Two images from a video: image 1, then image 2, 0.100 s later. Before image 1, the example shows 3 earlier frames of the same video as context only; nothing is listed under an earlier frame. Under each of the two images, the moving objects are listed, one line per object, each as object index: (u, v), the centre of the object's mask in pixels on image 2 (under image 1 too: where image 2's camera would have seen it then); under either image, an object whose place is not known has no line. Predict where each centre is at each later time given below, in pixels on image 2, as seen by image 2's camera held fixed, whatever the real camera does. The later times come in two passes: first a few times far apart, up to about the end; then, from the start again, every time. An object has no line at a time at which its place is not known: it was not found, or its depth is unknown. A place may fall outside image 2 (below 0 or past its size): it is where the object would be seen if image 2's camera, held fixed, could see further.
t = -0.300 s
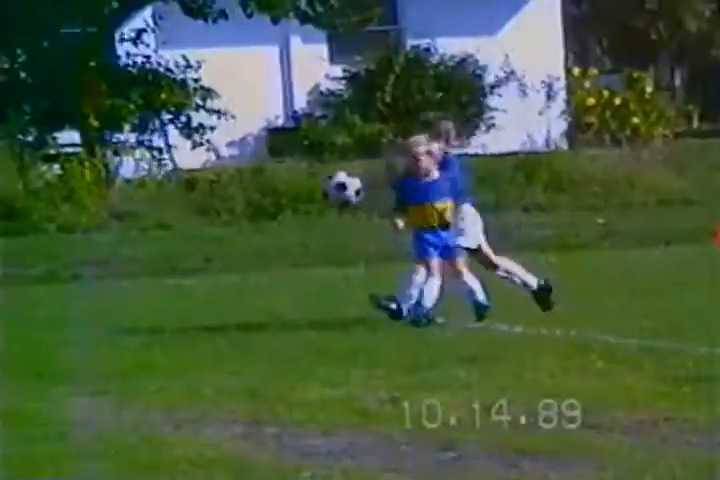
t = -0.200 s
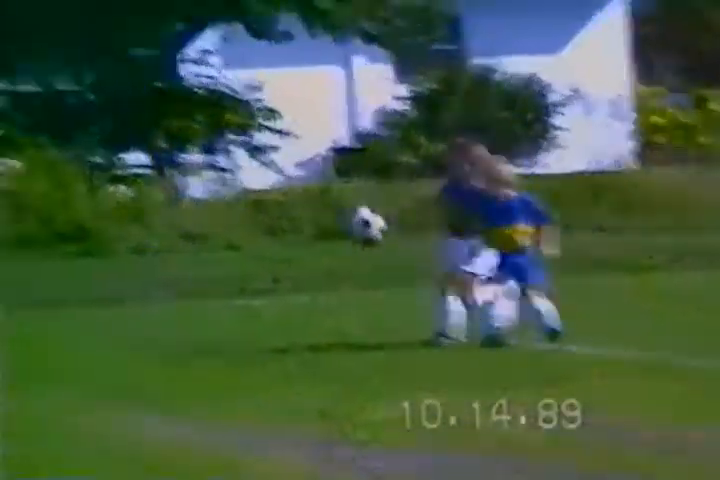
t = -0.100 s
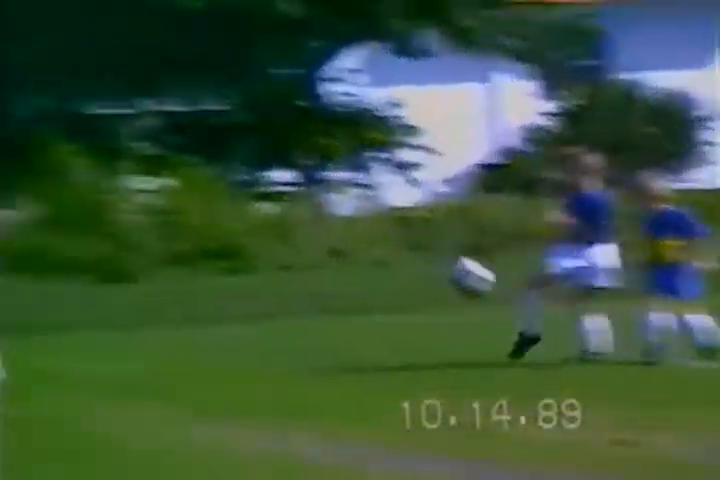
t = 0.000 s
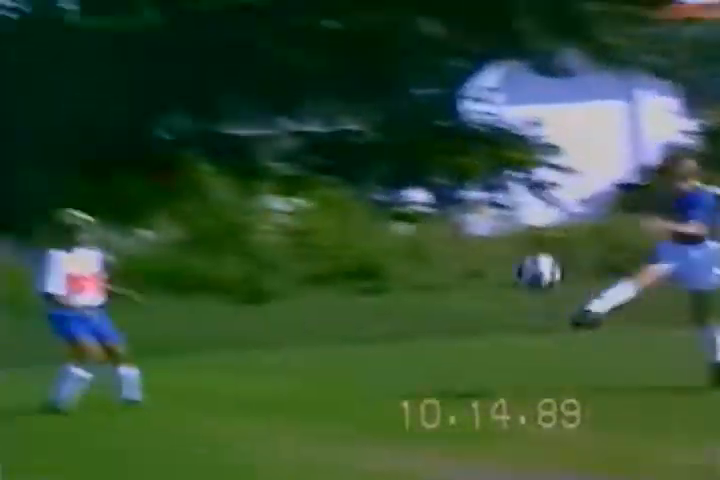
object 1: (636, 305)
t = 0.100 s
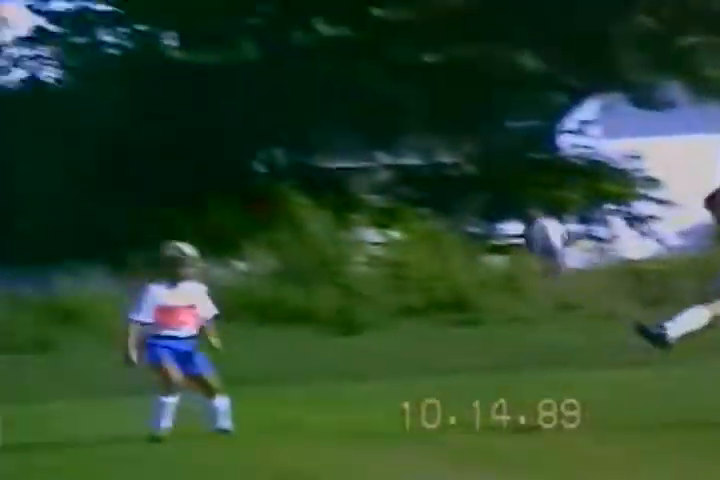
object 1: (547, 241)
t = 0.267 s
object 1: (402, 161)
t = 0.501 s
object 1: (205, 132)
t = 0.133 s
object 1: (516, 218)
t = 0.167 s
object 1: (490, 199)
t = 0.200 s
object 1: (460, 184)
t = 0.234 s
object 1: (430, 173)
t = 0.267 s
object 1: (402, 161)
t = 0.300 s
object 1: (376, 150)
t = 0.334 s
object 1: (346, 140)
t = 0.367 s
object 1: (318, 137)
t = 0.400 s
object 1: (289, 133)
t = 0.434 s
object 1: (262, 131)
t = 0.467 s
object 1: (233, 131)
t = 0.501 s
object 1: (205, 132)
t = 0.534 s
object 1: (175, 136)
